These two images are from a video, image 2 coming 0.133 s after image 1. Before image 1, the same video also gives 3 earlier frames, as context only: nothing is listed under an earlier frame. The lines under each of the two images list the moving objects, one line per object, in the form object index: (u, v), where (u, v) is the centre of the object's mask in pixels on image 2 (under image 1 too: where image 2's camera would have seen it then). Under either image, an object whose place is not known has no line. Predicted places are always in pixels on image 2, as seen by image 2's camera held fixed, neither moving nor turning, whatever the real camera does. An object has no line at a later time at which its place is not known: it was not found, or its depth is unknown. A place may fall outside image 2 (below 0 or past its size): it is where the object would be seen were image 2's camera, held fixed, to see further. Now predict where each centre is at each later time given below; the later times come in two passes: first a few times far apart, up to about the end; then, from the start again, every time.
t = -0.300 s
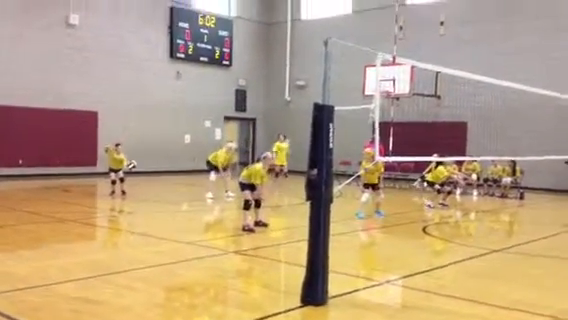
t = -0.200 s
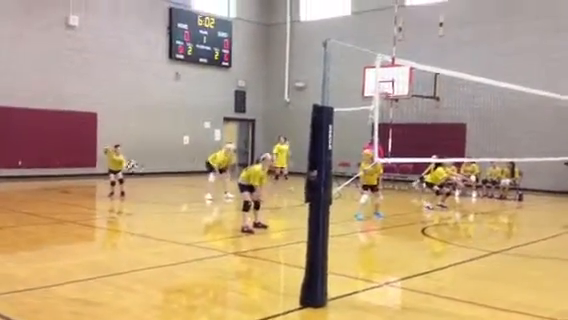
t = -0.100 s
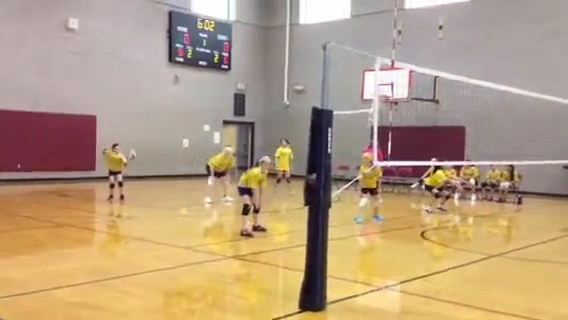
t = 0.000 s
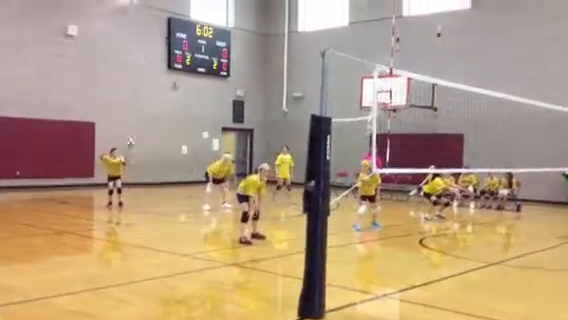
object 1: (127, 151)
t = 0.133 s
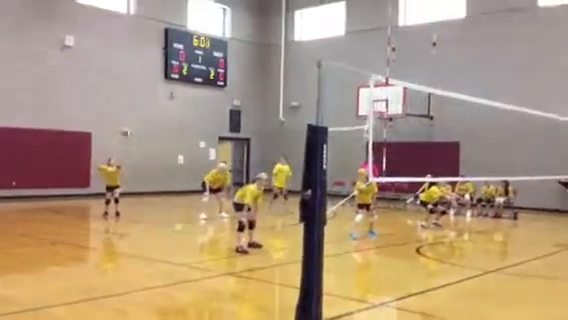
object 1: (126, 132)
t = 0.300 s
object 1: (126, 118)
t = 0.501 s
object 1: (125, 118)
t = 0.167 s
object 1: (125, 129)
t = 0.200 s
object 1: (127, 124)
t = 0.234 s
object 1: (126, 120)
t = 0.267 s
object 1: (126, 119)
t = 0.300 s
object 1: (126, 118)
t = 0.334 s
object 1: (126, 117)
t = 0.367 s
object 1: (126, 116)
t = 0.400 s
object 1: (126, 116)
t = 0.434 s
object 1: (126, 116)
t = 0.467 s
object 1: (126, 117)
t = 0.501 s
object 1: (125, 118)
